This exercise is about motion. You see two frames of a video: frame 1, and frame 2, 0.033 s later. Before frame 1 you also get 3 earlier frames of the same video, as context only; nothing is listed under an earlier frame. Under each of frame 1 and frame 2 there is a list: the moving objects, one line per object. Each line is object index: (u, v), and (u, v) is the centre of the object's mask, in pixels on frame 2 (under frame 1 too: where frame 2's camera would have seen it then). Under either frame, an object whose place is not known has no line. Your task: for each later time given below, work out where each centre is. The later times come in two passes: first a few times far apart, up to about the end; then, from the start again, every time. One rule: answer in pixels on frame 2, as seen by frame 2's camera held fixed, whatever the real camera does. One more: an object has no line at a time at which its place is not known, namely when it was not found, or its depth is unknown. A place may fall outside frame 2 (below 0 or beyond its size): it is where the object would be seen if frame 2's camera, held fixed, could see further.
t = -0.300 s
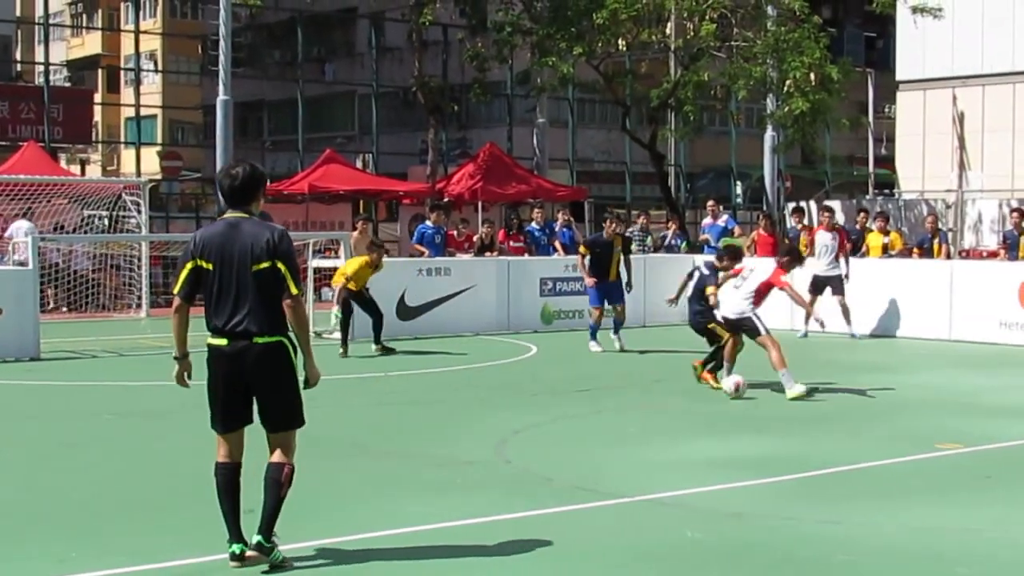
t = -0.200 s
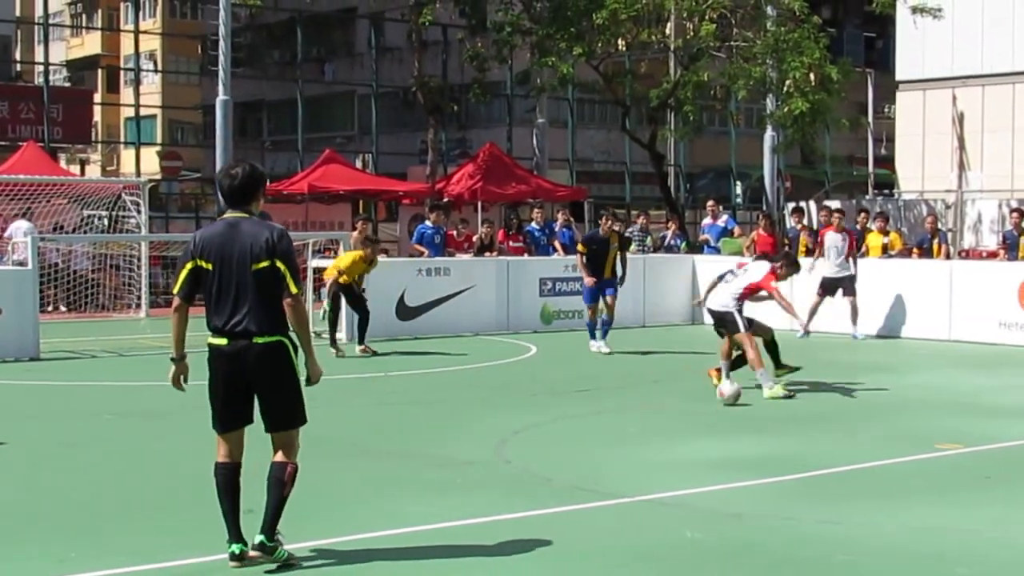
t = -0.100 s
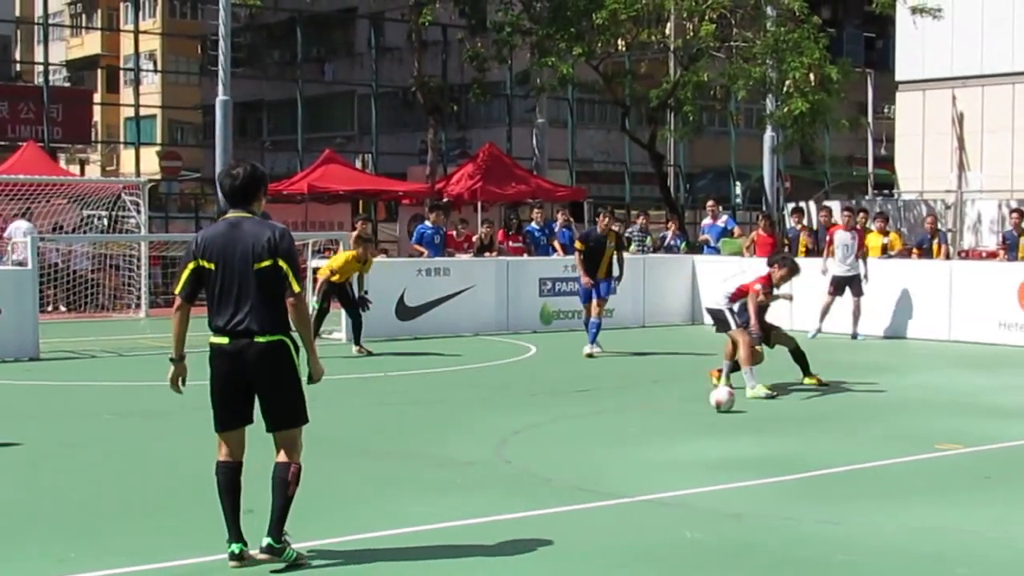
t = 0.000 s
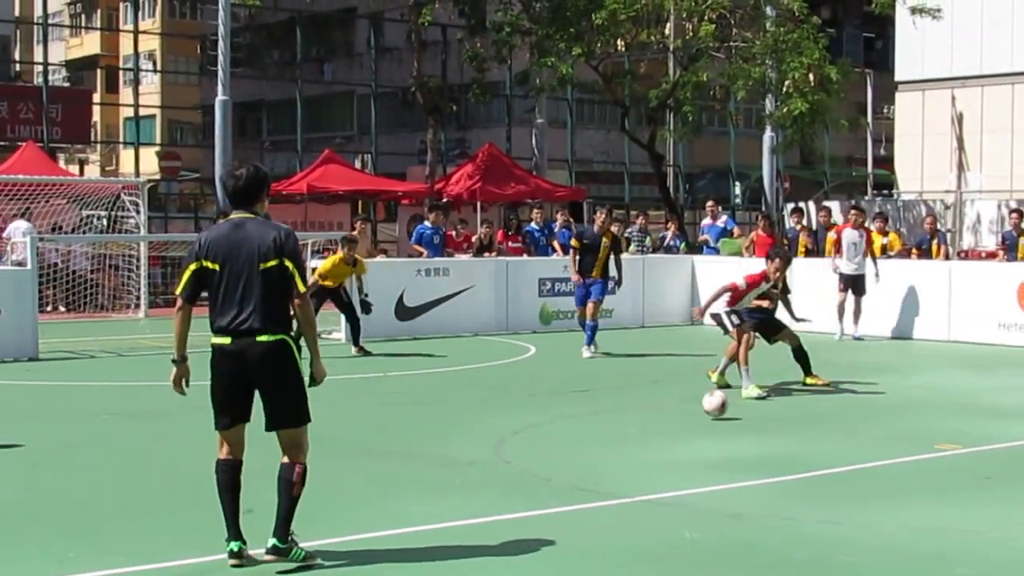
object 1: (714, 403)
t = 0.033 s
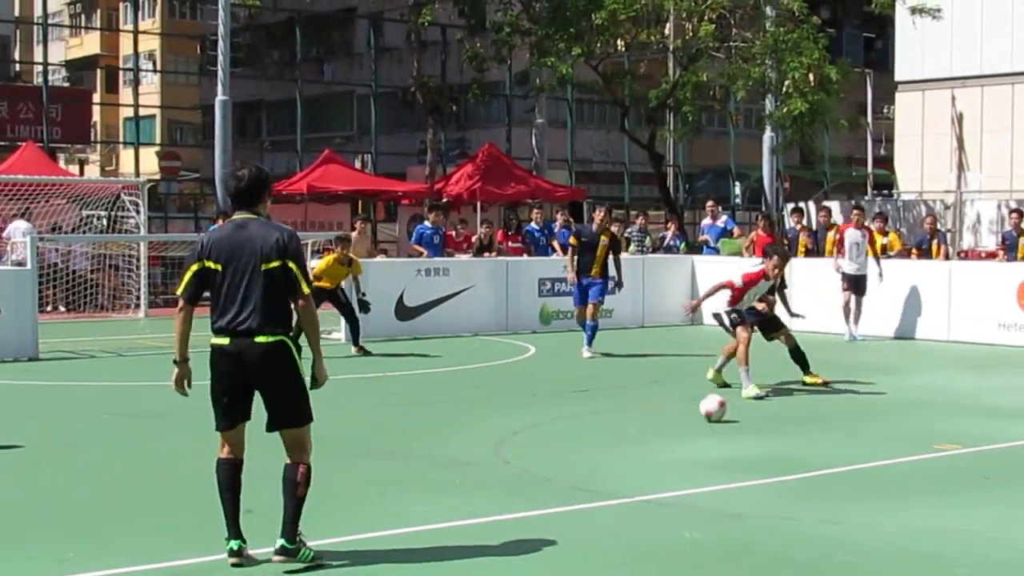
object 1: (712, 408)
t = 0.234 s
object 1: (699, 422)
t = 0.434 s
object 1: (682, 442)
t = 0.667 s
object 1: (657, 466)
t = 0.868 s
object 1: (632, 492)
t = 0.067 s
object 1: (710, 409)
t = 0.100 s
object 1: (708, 411)
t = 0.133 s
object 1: (705, 413)
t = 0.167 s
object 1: (703, 417)
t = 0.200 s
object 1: (701, 420)
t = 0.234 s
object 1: (699, 422)
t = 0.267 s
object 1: (696, 424)
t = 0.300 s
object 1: (693, 429)
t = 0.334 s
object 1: (690, 432)
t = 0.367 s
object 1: (688, 433)
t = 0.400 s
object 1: (685, 437)
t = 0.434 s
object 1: (682, 442)
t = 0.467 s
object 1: (678, 445)
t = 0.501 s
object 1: (675, 448)
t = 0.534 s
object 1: (672, 452)
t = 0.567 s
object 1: (669, 457)
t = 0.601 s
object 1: (665, 459)
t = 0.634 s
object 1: (661, 461)
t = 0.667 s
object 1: (657, 466)
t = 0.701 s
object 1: (654, 471)
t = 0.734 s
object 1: (649, 473)
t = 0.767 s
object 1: (645, 479)
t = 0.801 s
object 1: (640, 483)
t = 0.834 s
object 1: (637, 488)
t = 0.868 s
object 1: (632, 492)
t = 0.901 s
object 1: (627, 496)
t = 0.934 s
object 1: (622, 503)
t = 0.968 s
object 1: (616, 507)
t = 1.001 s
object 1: (611, 514)
